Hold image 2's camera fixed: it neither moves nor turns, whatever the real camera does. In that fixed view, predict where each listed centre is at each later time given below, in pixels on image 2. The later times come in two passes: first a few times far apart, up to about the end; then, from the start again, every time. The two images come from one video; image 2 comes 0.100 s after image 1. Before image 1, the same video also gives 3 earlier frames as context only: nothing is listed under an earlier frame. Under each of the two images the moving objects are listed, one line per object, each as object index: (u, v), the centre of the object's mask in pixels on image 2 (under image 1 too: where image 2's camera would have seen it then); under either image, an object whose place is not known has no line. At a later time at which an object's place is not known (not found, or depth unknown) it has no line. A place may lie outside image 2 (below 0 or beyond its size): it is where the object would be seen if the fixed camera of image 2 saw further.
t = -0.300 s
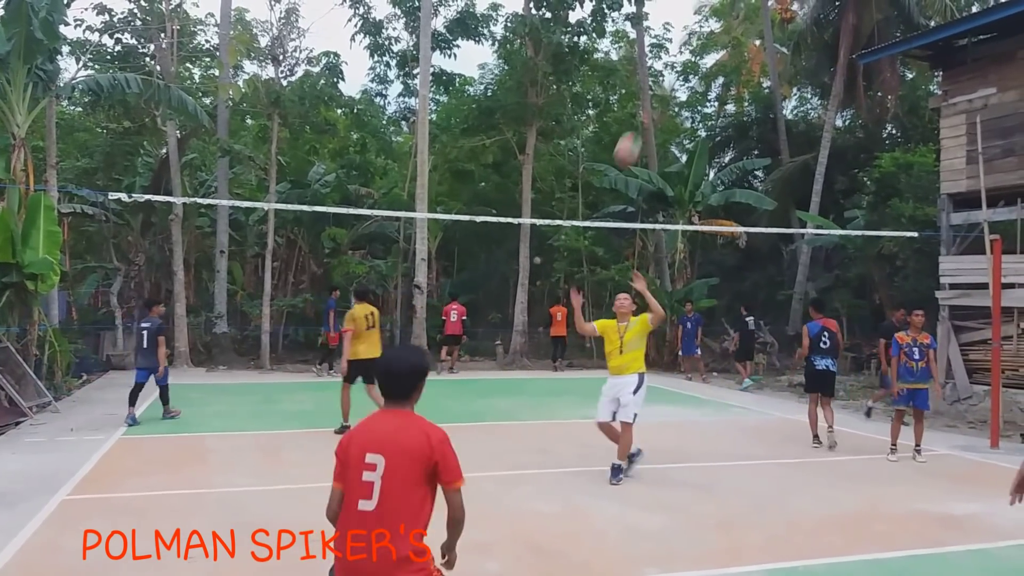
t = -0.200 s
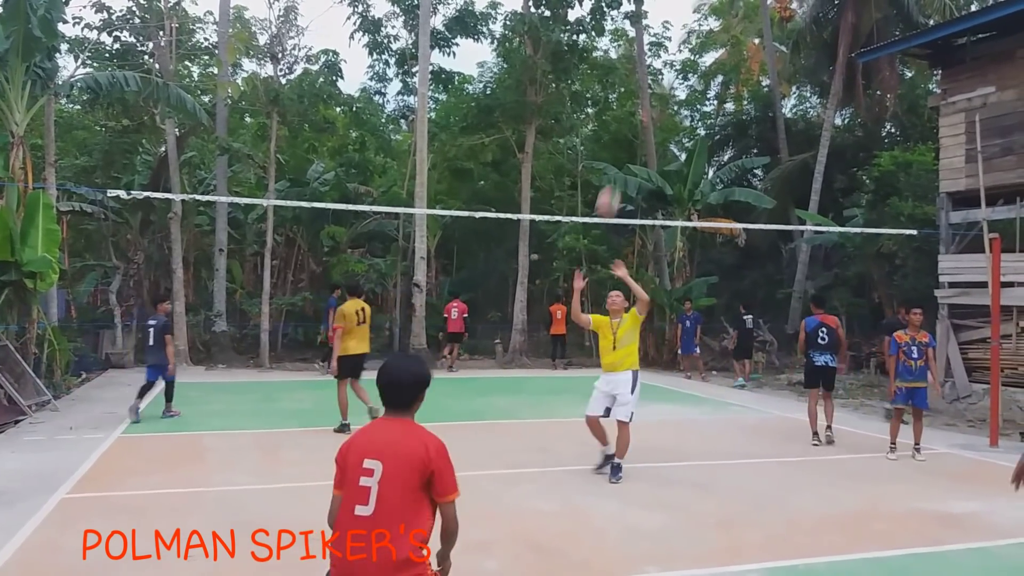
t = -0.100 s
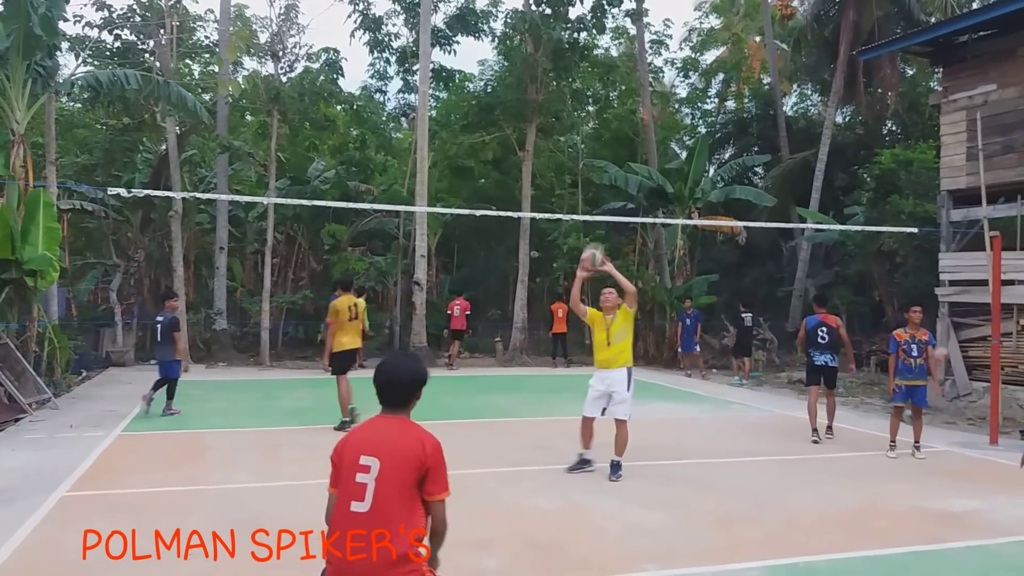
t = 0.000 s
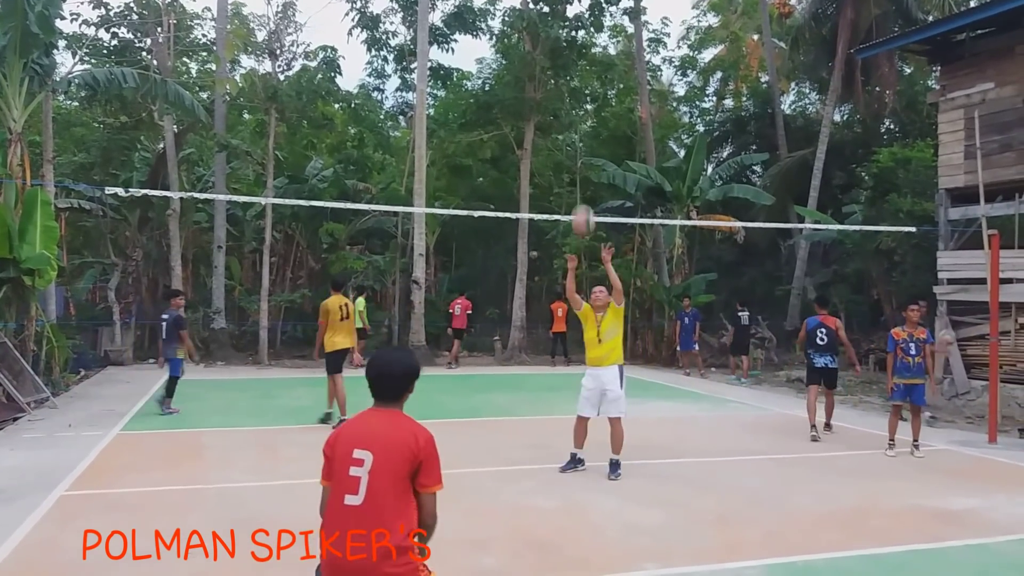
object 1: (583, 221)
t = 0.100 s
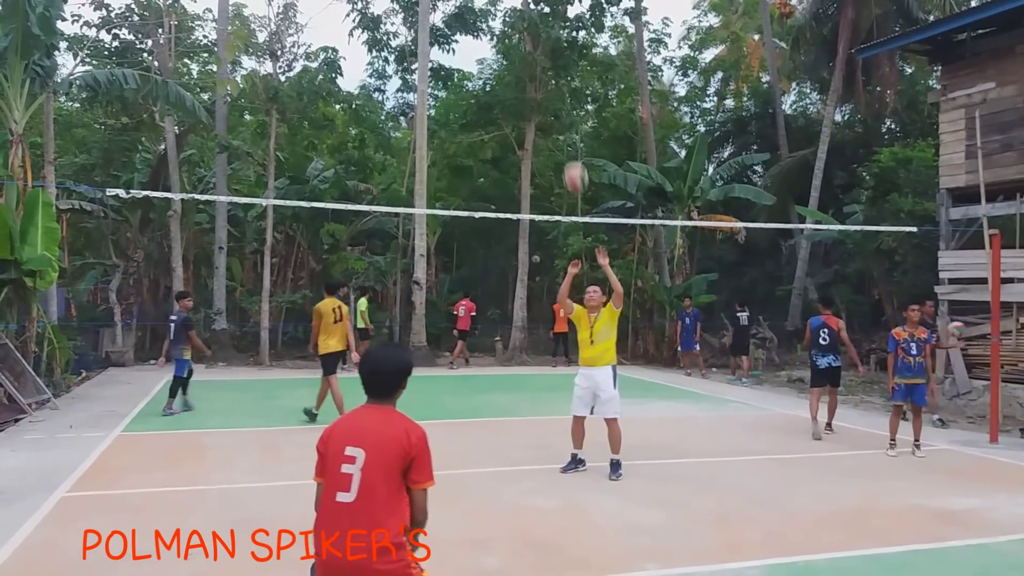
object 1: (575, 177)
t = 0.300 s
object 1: (554, 113)
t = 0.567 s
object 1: (518, 98)
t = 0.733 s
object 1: (486, 150)
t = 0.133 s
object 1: (572, 164)
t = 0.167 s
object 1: (570, 152)
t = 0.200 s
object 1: (565, 140)
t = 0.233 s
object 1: (562, 130)
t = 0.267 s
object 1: (558, 121)
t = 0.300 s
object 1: (554, 113)
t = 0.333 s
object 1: (550, 106)
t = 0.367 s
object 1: (546, 100)
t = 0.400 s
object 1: (542, 96)
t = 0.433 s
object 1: (538, 94)
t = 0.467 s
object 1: (533, 92)
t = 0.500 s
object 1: (528, 92)
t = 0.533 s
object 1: (523, 94)
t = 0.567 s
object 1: (518, 98)
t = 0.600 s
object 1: (512, 103)
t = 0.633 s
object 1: (506, 111)
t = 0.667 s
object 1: (500, 121)
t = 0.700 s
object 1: (493, 135)
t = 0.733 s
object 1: (486, 150)
